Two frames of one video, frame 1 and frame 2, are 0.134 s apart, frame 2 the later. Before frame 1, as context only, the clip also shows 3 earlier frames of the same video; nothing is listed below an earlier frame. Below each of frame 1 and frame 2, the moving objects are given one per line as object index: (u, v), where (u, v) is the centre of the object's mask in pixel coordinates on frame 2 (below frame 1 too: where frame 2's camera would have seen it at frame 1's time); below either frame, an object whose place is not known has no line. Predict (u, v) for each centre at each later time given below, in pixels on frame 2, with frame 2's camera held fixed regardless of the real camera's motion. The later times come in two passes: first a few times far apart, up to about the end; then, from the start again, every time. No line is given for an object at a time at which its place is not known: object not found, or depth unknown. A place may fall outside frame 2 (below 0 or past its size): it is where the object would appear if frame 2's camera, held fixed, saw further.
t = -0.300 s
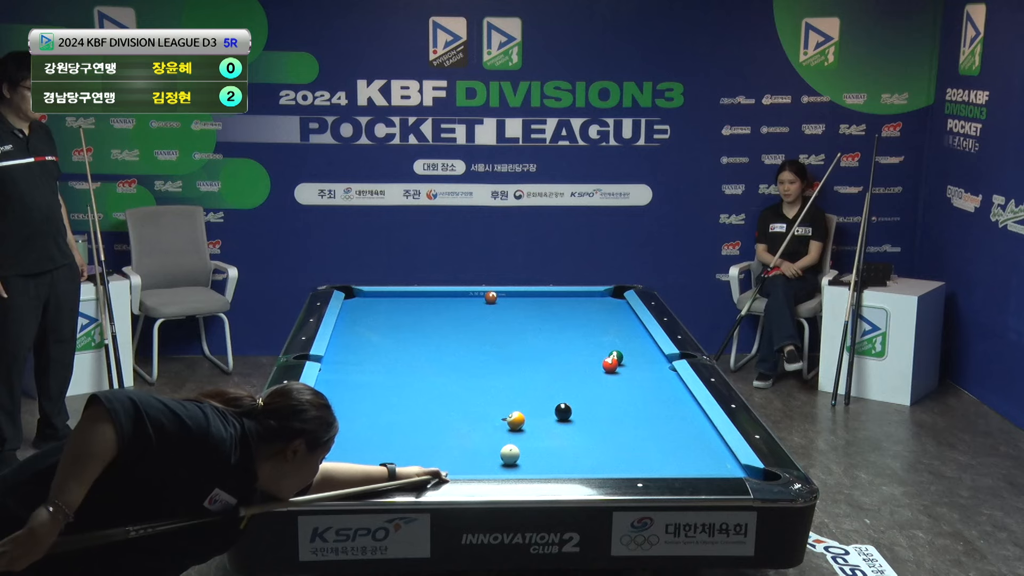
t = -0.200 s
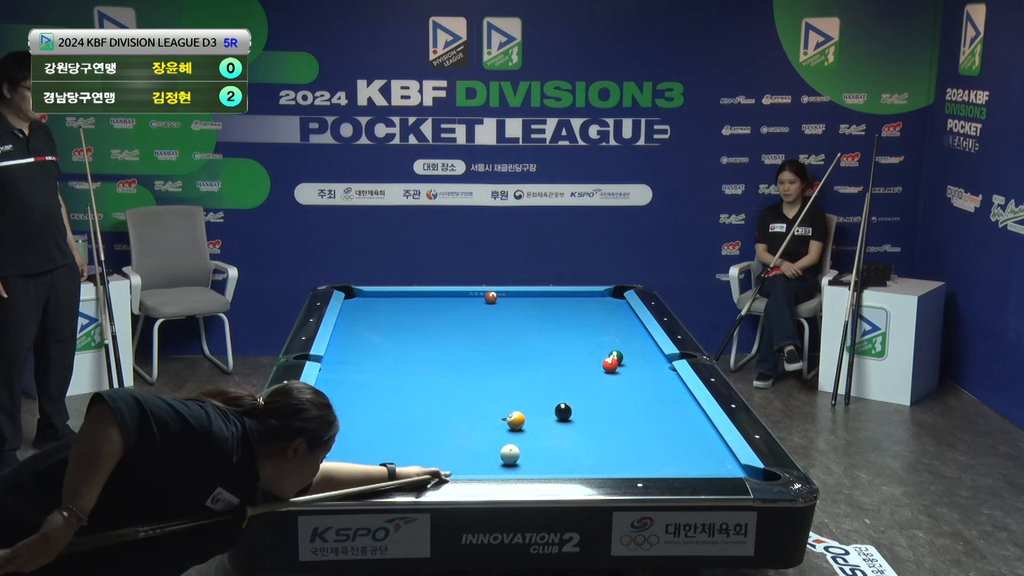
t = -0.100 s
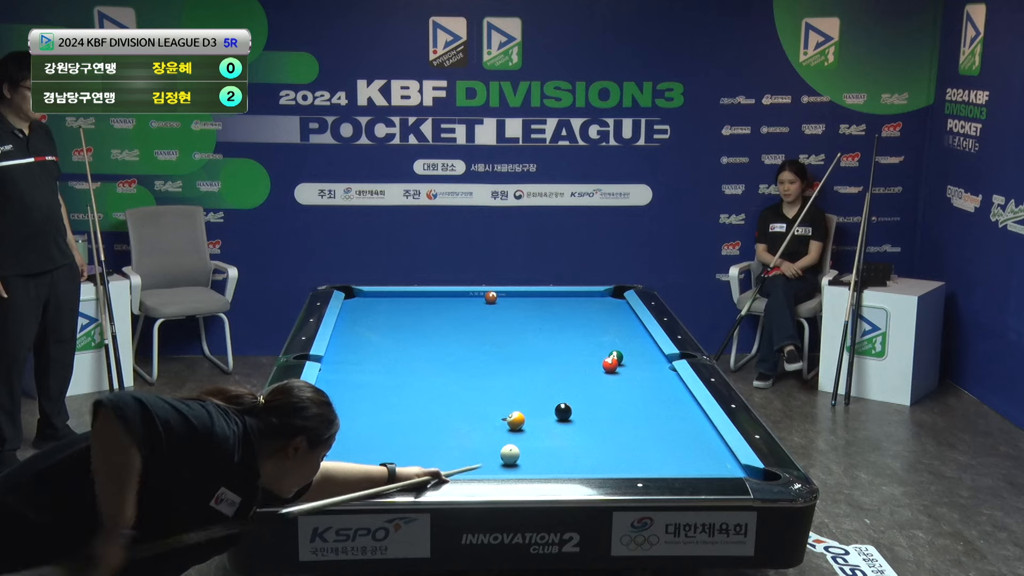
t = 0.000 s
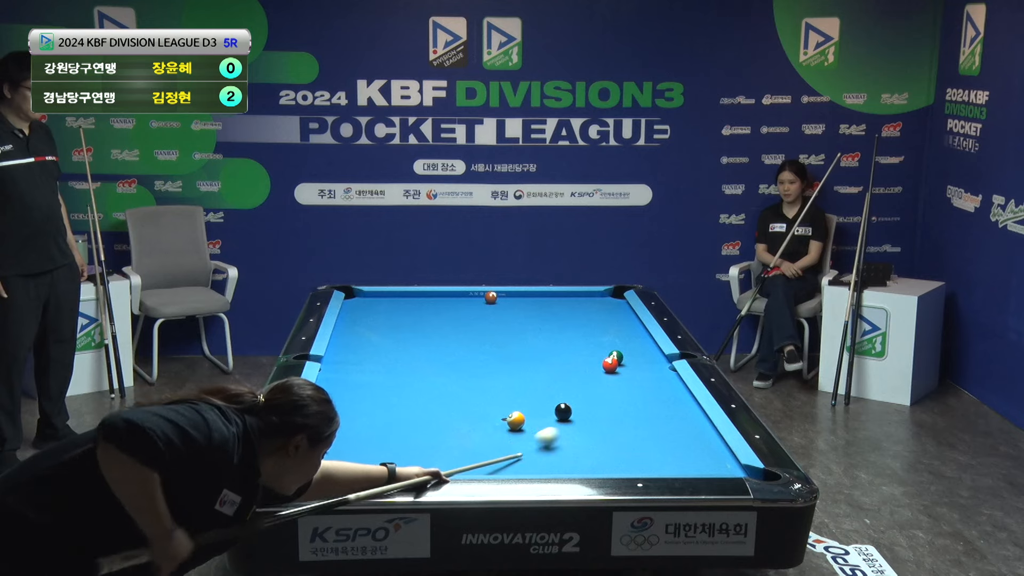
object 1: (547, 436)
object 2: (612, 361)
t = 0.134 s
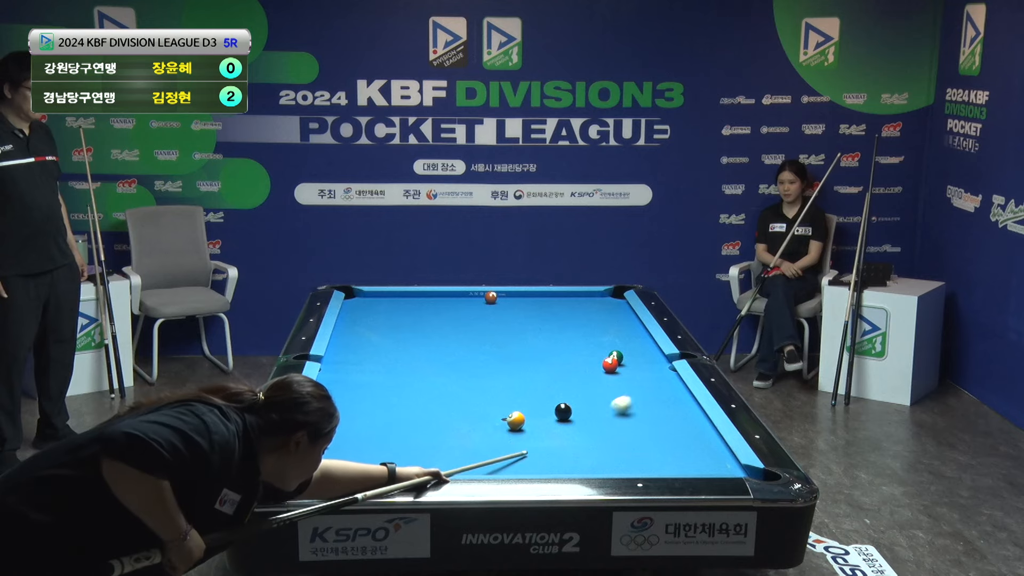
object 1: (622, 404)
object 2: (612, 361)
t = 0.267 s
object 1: (672, 380)
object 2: (612, 361)
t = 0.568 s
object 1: (621, 367)
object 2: (539, 349)
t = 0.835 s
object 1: (618, 367)
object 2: (468, 333)
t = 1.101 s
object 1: (616, 367)
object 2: (408, 319)
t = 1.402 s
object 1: (616, 367)
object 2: (348, 305)
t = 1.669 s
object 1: (616, 367)
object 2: (383, 296)
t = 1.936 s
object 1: (616, 367)
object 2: (409, 296)
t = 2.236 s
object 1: (616, 367)
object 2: (437, 301)
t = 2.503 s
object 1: (616, 367)
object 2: (462, 305)
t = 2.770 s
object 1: (616, 367)
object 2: (486, 310)
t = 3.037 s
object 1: (616, 367)
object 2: (510, 314)
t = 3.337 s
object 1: (616, 367)
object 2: (537, 318)
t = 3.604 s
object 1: (616, 367)
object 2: (560, 322)
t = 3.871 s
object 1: (616, 367)
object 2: (583, 326)
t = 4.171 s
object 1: (616, 367)
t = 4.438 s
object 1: (616, 367)
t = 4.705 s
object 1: (616, 367)
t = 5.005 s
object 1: (616, 367)
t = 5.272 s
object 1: (616, 367)
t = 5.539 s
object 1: (616, 367)
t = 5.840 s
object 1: (616, 367)
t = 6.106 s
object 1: (616, 366)
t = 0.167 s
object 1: (638, 397)
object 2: (612, 361)
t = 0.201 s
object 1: (653, 391)
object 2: (612, 361)
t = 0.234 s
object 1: (668, 385)
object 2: (612, 361)
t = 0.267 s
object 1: (672, 380)
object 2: (612, 361)
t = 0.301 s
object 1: (656, 376)
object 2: (612, 361)
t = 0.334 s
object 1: (641, 372)
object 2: (612, 362)
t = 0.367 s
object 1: (626, 368)
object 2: (612, 361)
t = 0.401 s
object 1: (623, 367)
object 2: (606, 360)
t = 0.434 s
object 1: (623, 367)
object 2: (586, 359)
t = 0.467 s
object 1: (622, 367)
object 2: (573, 356)
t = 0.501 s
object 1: (622, 367)
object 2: (561, 353)
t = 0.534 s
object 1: (621, 367)
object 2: (550, 351)
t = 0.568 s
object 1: (621, 367)
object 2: (539, 349)
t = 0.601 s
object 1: (620, 367)
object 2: (529, 346)
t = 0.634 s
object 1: (620, 367)
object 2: (519, 344)
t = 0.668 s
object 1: (620, 367)
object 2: (510, 342)
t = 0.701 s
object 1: (619, 367)
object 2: (501, 340)
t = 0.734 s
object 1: (619, 367)
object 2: (493, 338)
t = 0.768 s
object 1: (618, 367)
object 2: (485, 336)
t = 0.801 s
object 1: (618, 367)
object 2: (476, 334)
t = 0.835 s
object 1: (618, 367)
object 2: (468, 333)
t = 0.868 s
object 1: (618, 367)
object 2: (461, 331)
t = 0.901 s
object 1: (617, 367)
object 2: (453, 329)
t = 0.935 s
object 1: (617, 367)
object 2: (445, 327)
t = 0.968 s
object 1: (617, 367)
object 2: (437, 325)
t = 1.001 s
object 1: (617, 367)
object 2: (430, 324)
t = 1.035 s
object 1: (617, 367)
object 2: (422, 322)
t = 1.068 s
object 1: (616, 367)
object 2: (415, 320)
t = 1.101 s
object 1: (616, 367)
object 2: (408, 319)
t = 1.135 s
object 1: (616, 367)
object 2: (400, 317)
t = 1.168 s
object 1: (616, 367)
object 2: (393, 315)
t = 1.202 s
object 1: (616, 367)
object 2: (386, 314)
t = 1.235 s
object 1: (616, 367)
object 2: (379, 312)
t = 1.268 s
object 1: (616, 367)
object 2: (373, 311)
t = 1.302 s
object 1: (616, 367)
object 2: (366, 309)
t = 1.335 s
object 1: (616, 367)
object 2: (359, 308)
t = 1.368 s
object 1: (616, 367)
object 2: (353, 306)
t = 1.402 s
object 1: (616, 367)
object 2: (348, 305)
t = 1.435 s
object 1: (616, 367)
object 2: (354, 304)
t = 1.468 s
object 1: (616, 367)
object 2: (359, 303)
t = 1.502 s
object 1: (616, 367)
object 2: (364, 301)
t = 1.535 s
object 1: (616, 367)
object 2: (368, 300)
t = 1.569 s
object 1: (616, 367)
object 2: (373, 299)
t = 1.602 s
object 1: (616, 367)
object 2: (376, 298)
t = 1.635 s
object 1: (616, 367)
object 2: (379, 297)
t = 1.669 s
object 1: (616, 367)
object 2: (383, 296)
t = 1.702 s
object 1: (616, 367)
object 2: (386, 295)
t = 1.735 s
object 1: (616, 367)
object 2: (390, 294)
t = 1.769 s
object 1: (616, 367)
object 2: (393, 293)
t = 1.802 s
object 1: (616, 367)
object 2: (396, 294)
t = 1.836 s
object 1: (616, 367)
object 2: (399, 295)
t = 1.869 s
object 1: (616, 367)
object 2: (402, 296)
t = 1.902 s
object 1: (616, 367)
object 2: (405, 296)
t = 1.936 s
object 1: (616, 367)
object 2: (409, 296)
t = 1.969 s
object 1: (616, 367)
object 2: (412, 297)
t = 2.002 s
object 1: (616, 367)
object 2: (415, 298)
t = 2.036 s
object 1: (616, 367)
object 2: (418, 298)
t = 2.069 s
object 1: (616, 367)
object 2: (421, 299)
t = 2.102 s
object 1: (616, 367)
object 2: (424, 299)
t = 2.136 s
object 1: (616, 367)
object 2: (427, 300)
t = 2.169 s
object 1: (616, 367)
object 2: (431, 300)
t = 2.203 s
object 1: (616, 367)
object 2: (434, 301)
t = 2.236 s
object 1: (616, 367)
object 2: (437, 301)
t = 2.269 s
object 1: (616, 367)
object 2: (440, 302)
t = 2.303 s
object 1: (616, 367)
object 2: (443, 302)
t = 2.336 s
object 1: (616, 367)
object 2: (446, 303)
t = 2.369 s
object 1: (616, 367)
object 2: (449, 303)
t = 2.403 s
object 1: (616, 367)
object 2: (452, 304)
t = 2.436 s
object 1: (616, 367)
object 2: (455, 305)
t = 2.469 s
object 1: (616, 367)
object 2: (458, 305)
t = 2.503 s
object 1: (616, 367)
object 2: (462, 305)
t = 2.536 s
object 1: (616, 367)
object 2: (465, 306)
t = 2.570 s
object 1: (616, 367)
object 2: (468, 306)
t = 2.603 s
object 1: (616, 367)
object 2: (471, 307)
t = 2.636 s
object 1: (616, 367)
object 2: (474, 308)
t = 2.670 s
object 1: (616, 367)
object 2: (477, 308)
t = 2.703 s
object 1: (616, 367)
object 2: (480, 309)
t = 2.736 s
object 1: (616, 367)
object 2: (483, 309)
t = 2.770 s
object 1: (616, 367)
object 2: (486, 310)
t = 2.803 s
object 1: (616, 367)
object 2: (489, 310)
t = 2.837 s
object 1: (616, 367)
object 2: (492, 311)
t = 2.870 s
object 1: (616, 367)
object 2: (495, 311)
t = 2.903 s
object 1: (616, 367)
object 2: (498, 312)
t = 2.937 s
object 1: (616, 367)
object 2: (501, 312)
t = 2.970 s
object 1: (616, 367)
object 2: (504, 313)
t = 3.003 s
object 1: (616, 367)
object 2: (507, 313)
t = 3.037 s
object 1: (616, 367)
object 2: (510, 314)
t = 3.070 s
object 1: (616, 367)
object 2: (513, 314)
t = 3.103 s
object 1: (616, 367)
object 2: (516, 315)
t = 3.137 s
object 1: (616, 367)
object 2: (519, 315)
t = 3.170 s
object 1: (616, 367)
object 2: (522, 316)
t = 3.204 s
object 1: (616, 367)
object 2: (525, 316)
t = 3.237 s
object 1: (616, 367)
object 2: (528, 317)
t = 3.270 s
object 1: (616, 367)
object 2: (531, 317)
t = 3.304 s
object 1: (616, 367)
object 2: (534, 318)
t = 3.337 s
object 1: (616, 367)
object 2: (537, 318)
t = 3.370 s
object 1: (616, 367)
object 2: (540, 318)
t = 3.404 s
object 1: (616, 367)
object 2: (543, 319)
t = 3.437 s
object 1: (616, 367)
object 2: (546, 319)
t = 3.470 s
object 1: (616, 367)
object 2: (549, 320)
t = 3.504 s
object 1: (616, 367)
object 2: (552, 320)
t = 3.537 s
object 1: (616, 367)
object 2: (554, 321)
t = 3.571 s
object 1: (616, 367)
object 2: (557, 321)
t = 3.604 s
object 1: (616, 367)
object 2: (560, 322)
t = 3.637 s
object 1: (616, 367)
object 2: (563, 322)
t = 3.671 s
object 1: (616, 367)
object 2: (566, 323)
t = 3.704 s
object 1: (616, 367)
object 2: (569, 323)
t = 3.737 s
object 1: (616, 367)
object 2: (572, 324)
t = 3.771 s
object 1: (616, 367)
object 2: (574, 324)
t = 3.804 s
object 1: (616, 367)
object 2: (577, 325)
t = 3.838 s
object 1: (616, 367)
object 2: (580, 325)
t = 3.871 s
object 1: (616, 367)
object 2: (583, 326)
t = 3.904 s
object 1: (616, 367)
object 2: (586, 326)
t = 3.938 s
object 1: (616, 367)
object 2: (588, 326)
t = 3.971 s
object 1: (616, 367)
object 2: (591, 327)
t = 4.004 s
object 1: (616, 367)
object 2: (594, 327)
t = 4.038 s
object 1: (616, 367)
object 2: (596, 328)
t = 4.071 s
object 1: (616, 367)
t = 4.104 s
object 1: (616, 367)
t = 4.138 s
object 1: (616, 367)
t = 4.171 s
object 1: (616, 367)
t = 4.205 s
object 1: (616, 367)
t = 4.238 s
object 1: (616, 367)
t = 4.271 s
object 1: (616, 367)
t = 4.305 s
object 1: (616, 367)
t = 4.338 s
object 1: (616, 367)
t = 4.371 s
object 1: (616, 367)
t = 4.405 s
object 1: (616, 367)
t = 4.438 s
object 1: (616, 367)
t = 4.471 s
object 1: (616, 367)
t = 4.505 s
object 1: (616, 367)
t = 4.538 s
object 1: (616, 367)
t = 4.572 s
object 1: (616, 367)
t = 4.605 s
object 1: (616, 367)
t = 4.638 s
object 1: (616, 367)
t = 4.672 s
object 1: (616, 367)
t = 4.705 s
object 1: (616, 367)
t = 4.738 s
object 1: (616, 367)
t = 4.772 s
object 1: (616, 367)
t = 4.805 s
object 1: (616, 367)
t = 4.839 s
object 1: (616, 367)
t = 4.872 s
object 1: (616, 367)
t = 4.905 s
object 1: (616, 367)
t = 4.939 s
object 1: (616, 367)
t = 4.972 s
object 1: (616, 367)
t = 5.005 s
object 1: (616, 367)
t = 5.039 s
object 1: (616, 367)
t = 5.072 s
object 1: (616, 367)
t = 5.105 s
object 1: (616, 367)
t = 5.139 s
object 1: (616, 367)
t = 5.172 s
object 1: (616, 367)
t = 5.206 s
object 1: (616, 367)
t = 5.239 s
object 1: (616, 367)
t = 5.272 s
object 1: (616, 367)
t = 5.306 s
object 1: (616, 367)
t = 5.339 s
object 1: (616, 367)
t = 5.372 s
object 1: (616, 366)
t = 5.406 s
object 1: (616, 367)
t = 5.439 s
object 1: (616, 367)
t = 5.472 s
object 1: (616, 367)
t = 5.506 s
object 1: (616, 367)
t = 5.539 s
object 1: (616, 367)
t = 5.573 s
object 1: (616, 367)
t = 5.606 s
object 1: (616, 366)
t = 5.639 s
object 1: (616, 367)
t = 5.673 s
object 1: (616, 367)
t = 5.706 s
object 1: (616, 366)
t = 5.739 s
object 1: (616, 366)
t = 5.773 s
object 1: (616, 366)
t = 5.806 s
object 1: (616, 367)
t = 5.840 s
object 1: (616, 367)
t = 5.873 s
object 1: (616, 367)
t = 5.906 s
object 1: (616, 366)
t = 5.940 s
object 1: (616, 367)
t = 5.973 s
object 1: (616, 366)
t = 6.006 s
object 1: (616, 367)
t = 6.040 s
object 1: (616, 366)
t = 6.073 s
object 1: (616, 366)
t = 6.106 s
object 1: (616, 366)
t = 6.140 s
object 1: (616, 366)
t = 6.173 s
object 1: (616, 366)
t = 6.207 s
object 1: (616, 366)
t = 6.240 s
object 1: (616, 366)
